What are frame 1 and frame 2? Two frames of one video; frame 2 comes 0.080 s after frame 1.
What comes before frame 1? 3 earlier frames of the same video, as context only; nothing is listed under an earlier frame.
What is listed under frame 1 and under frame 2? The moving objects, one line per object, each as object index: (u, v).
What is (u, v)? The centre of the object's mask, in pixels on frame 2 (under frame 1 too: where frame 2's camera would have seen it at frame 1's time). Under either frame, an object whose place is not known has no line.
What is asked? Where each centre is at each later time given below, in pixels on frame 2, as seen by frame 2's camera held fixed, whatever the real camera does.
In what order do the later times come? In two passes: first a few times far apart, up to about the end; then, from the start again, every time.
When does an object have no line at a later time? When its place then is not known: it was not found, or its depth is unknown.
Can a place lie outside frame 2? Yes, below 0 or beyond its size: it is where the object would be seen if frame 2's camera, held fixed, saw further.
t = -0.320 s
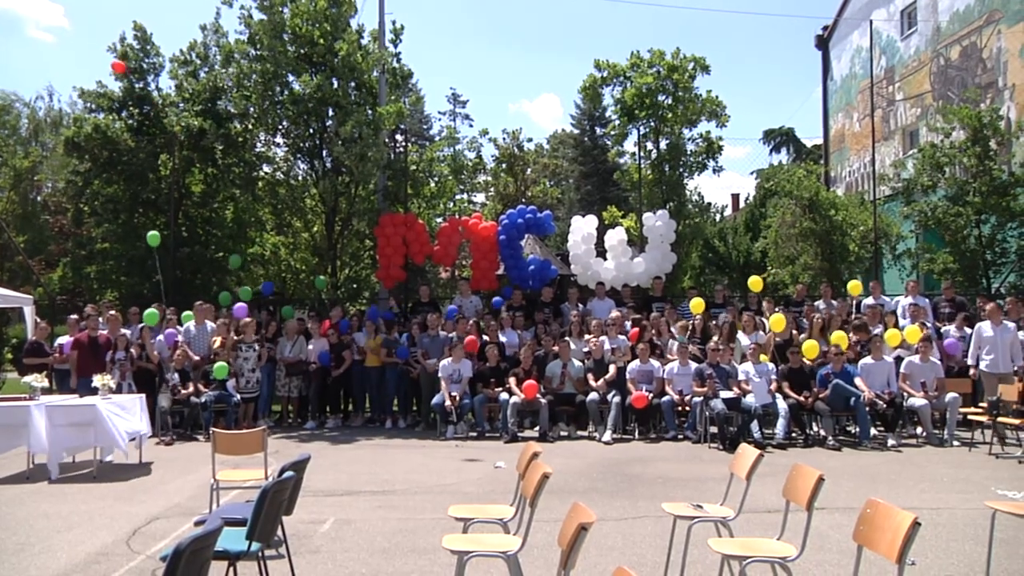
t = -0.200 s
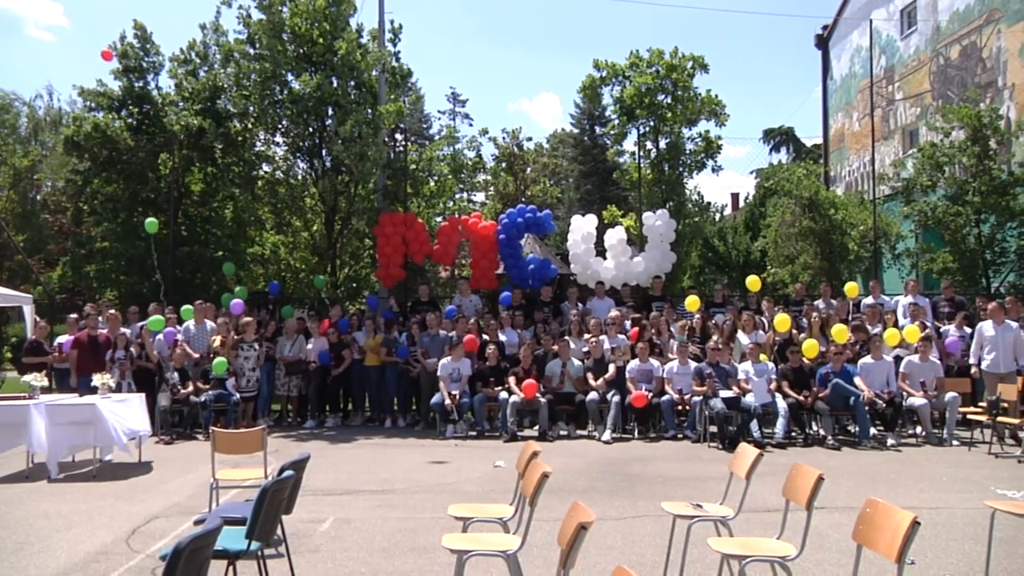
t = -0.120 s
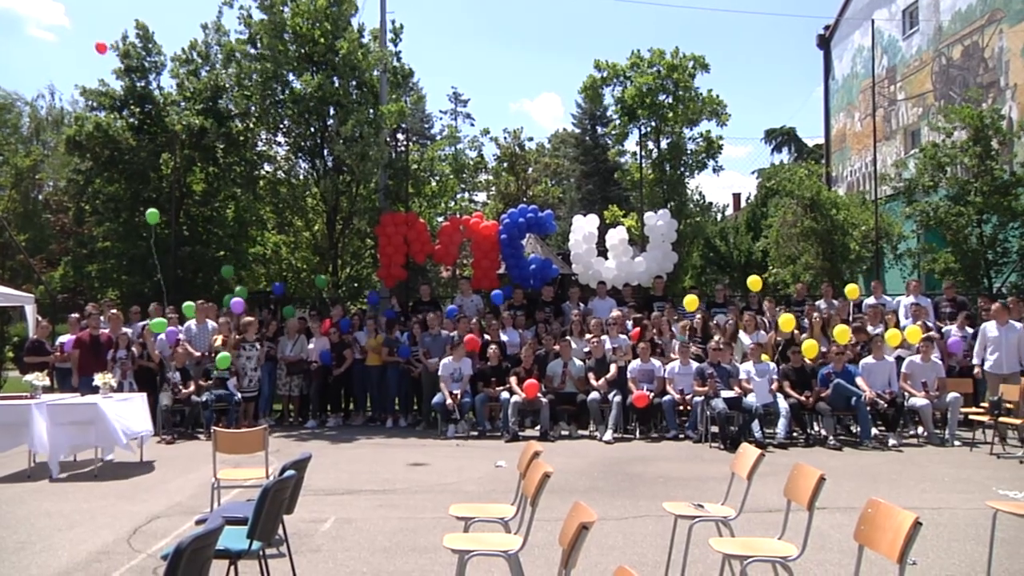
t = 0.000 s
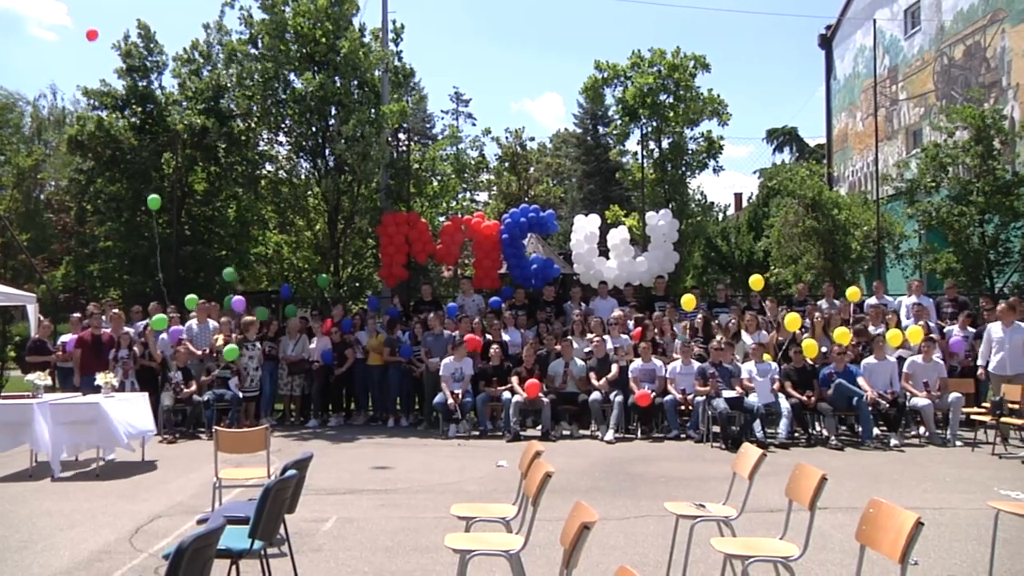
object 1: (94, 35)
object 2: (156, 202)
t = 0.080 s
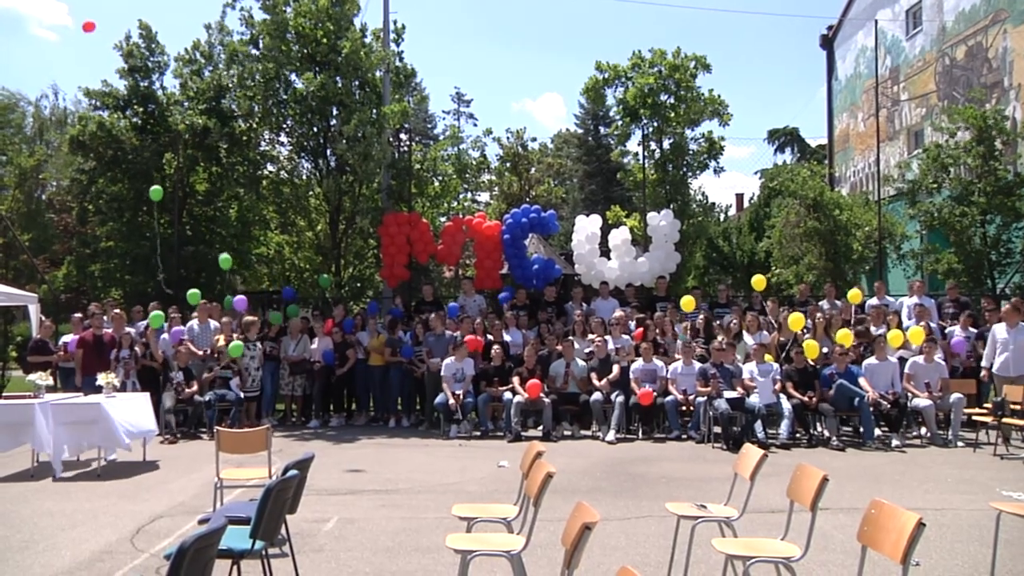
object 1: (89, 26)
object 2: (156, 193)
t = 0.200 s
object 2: (157, 178)
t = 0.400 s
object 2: (159, 153)
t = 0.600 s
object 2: (161, 128)
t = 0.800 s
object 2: (160, 102)
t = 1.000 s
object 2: (155, 78)
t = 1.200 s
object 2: (149, 59)
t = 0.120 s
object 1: (87, 23)
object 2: (156, 188)
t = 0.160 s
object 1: (86, 19)
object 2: (156, 183)
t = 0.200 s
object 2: (157, 178)
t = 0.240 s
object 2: (157, 173)
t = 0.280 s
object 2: (158, 168)
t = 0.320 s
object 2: (158, 163)
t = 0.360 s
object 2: (158, 158)
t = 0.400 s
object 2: (159, 153)
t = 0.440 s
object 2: (159, 148)
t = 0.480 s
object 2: (160, 143)
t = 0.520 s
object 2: (160, 139)
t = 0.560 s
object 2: (161, 133)
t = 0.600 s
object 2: (161, 128)
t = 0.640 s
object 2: (161, 123)
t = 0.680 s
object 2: (161, 118)
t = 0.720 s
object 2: (161, 113)
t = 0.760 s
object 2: (160, 108)
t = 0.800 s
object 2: (160, 102)
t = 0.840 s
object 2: (159, 98)
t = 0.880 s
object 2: (159, 93)
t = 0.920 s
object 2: (159, 88)
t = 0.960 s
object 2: (157, 83)
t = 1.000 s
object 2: (155, 78)
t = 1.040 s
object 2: (155, 74)
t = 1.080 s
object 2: (154, 70)
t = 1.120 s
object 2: (152, 66)
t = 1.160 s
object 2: (151, 62)
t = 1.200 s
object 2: (149, 59)
